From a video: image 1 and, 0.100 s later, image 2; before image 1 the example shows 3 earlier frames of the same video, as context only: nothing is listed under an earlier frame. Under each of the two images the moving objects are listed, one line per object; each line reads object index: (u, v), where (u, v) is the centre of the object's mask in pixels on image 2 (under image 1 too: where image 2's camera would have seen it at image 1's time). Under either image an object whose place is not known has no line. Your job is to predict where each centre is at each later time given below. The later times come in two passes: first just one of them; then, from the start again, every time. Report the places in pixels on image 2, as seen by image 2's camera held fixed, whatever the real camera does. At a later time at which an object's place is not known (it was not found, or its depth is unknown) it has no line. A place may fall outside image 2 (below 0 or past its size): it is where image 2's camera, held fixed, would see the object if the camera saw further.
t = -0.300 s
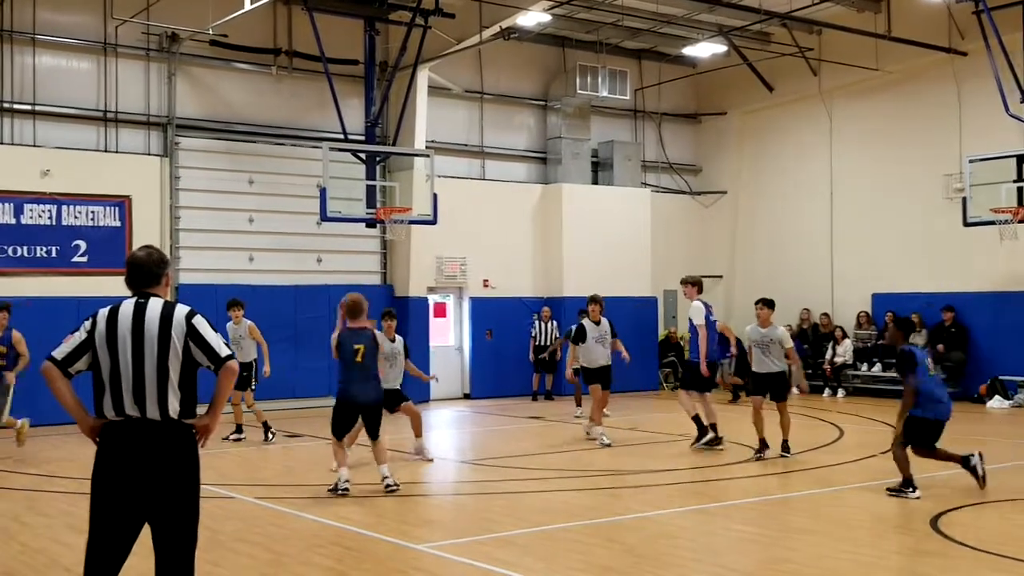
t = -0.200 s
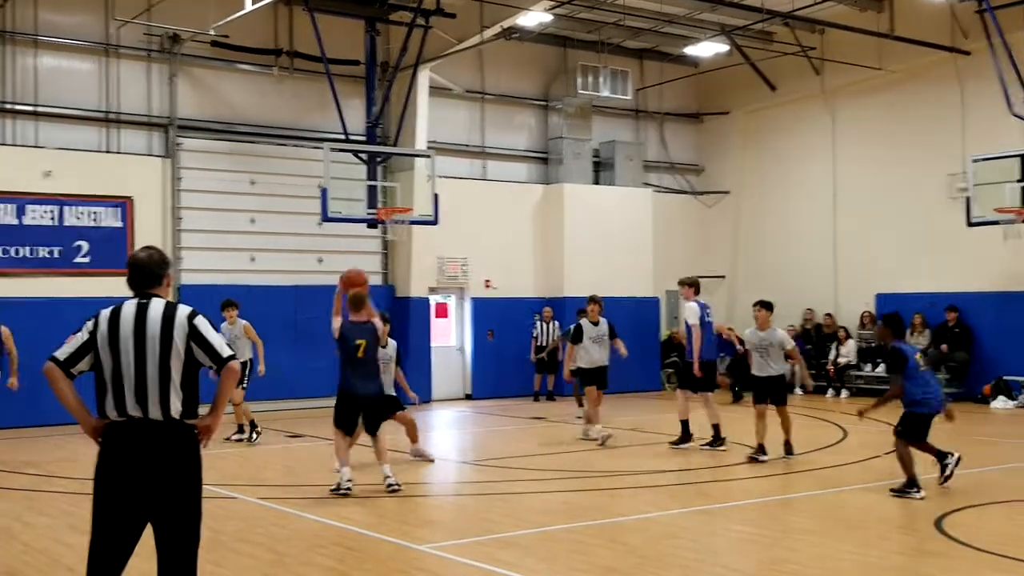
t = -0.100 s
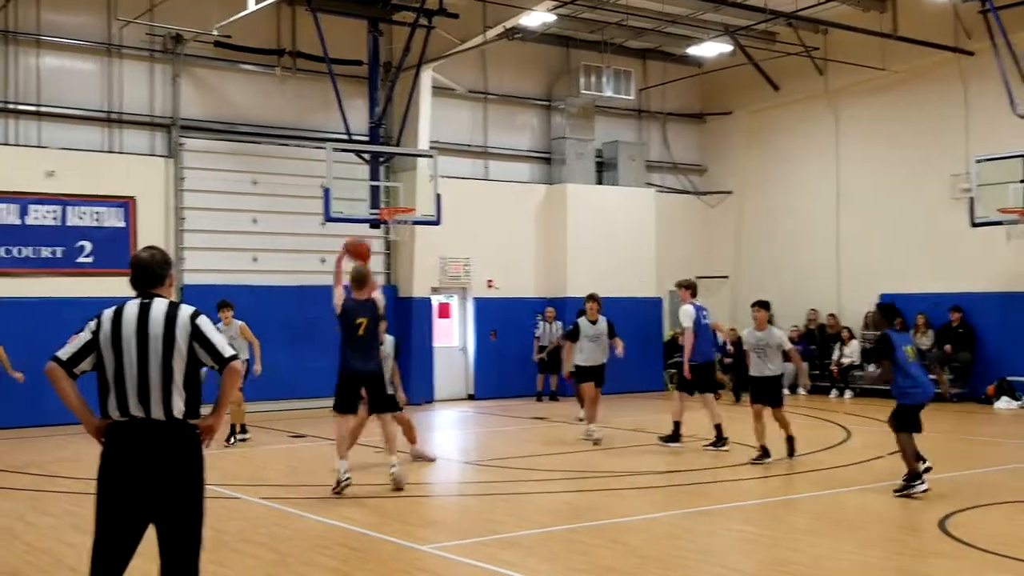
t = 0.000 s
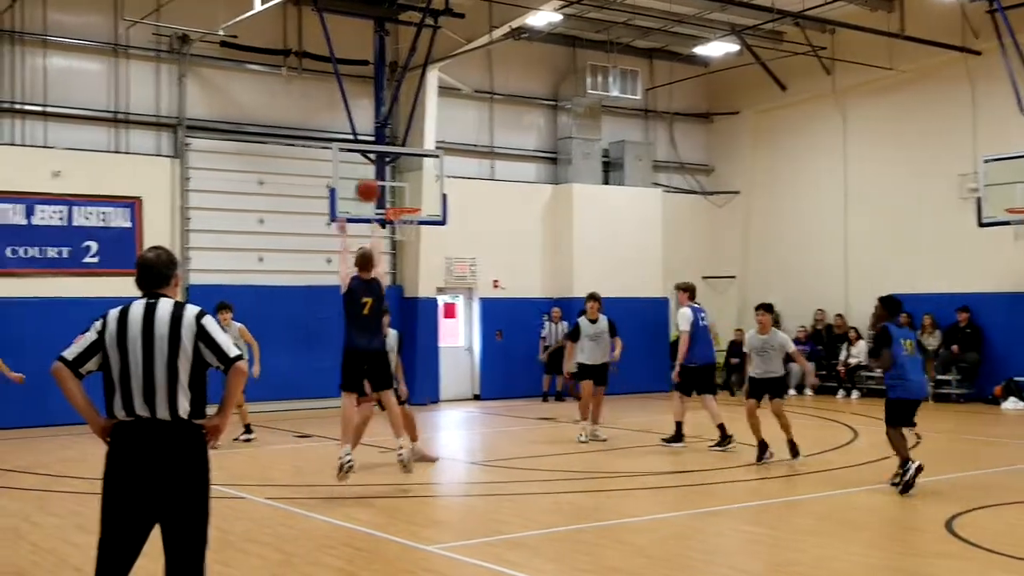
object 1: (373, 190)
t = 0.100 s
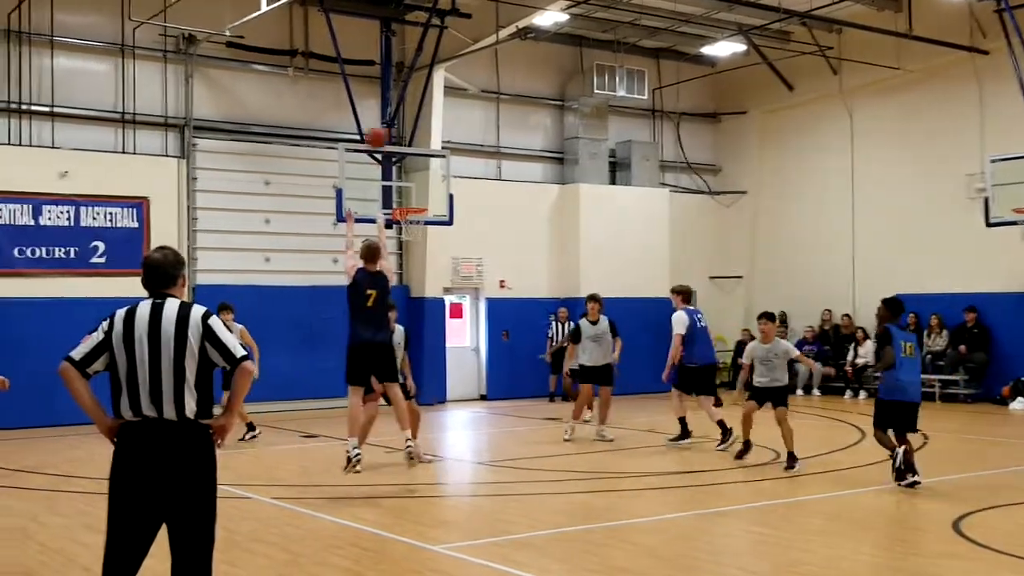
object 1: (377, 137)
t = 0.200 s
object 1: (380, 98)
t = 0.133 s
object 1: (378, 122)
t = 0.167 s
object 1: (379, 110)
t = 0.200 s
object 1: (380, 98)
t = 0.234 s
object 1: (380, 88)
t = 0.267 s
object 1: (381, 78)
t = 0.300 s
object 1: (381, 72)
